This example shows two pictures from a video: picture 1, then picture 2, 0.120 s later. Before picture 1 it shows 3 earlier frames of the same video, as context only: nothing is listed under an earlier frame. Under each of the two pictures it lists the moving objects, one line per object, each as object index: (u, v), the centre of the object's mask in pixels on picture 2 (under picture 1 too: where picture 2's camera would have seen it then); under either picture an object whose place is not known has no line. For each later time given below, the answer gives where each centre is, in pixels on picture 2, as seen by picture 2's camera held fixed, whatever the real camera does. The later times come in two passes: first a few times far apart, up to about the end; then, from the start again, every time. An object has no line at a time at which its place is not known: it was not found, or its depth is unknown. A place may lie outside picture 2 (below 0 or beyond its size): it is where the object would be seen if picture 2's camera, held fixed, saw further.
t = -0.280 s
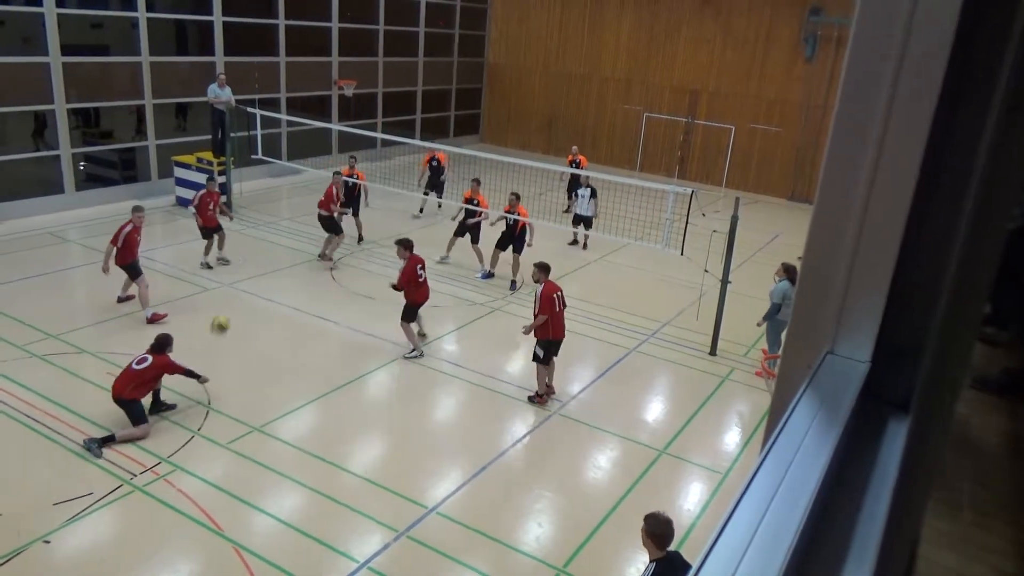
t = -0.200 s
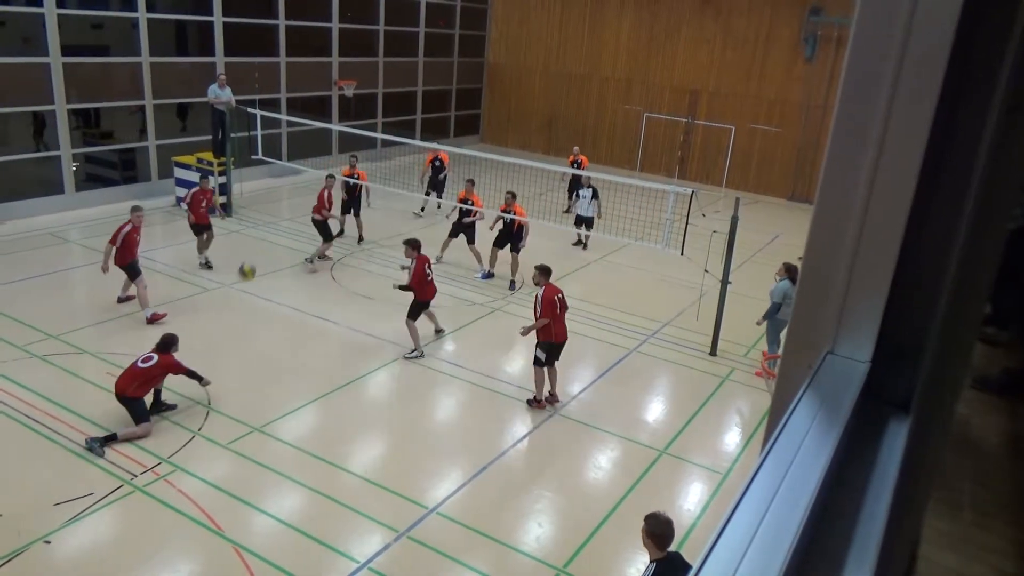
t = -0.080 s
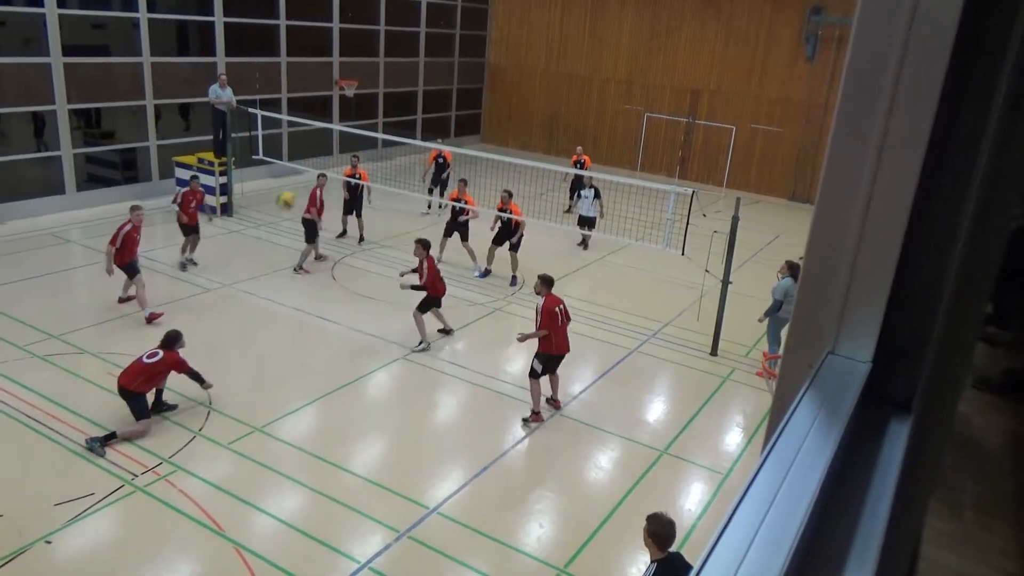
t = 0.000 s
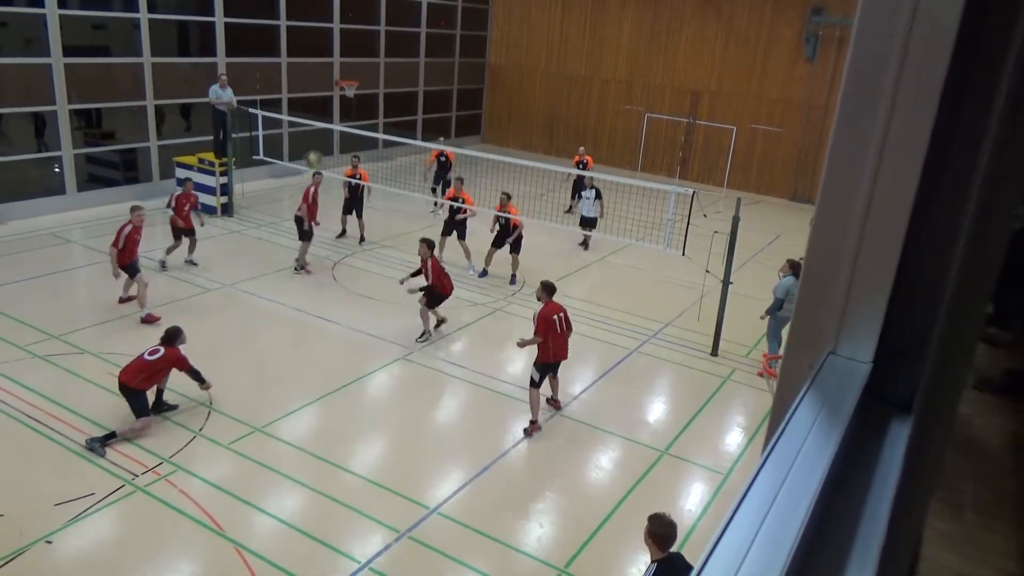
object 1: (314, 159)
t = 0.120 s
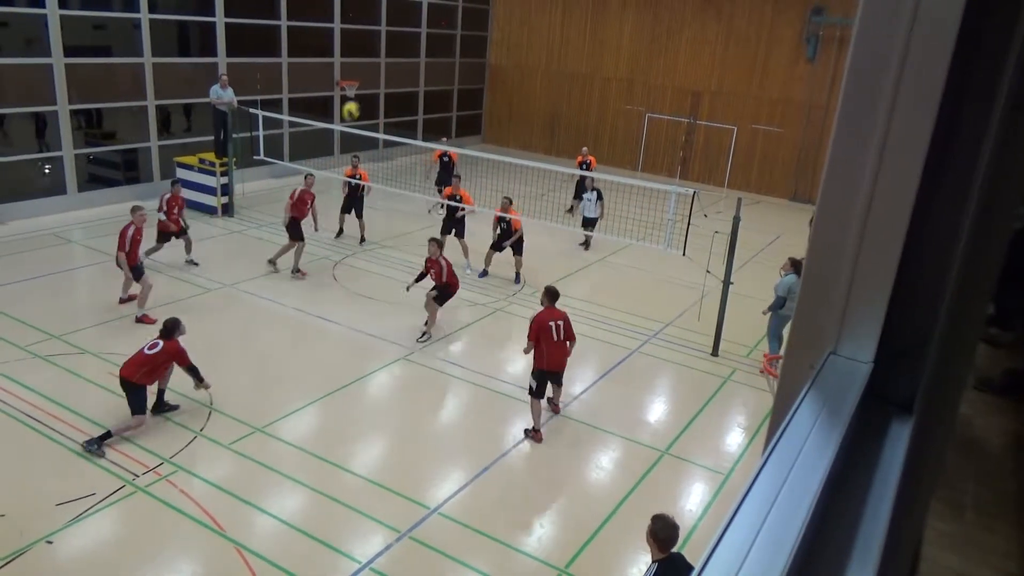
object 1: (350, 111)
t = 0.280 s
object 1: (399, 63)
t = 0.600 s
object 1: (484, 36)
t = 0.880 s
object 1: (547, 74)
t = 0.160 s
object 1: (362, 97)
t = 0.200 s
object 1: (374, 84)
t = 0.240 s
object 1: (387, 73)
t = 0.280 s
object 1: (399, 63)
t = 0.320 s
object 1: (410, 56)
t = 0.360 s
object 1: (421, 49)
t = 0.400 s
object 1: (433, 44)
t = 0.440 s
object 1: (443, 39)
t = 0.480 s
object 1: (454, 36)
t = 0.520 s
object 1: (465, 35)
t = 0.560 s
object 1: (474, 35)
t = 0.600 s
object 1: (484, 36)
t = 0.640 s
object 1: (492, 37)
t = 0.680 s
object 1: (504, 41)
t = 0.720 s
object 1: (513, 45)
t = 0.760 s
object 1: (521, 51)
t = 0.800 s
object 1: (530, 58)
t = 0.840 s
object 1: (538, 65)
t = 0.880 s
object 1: (547, 74)
